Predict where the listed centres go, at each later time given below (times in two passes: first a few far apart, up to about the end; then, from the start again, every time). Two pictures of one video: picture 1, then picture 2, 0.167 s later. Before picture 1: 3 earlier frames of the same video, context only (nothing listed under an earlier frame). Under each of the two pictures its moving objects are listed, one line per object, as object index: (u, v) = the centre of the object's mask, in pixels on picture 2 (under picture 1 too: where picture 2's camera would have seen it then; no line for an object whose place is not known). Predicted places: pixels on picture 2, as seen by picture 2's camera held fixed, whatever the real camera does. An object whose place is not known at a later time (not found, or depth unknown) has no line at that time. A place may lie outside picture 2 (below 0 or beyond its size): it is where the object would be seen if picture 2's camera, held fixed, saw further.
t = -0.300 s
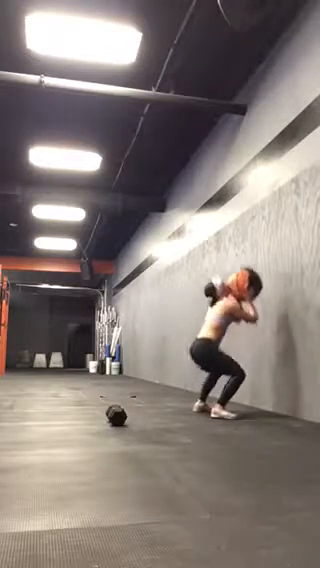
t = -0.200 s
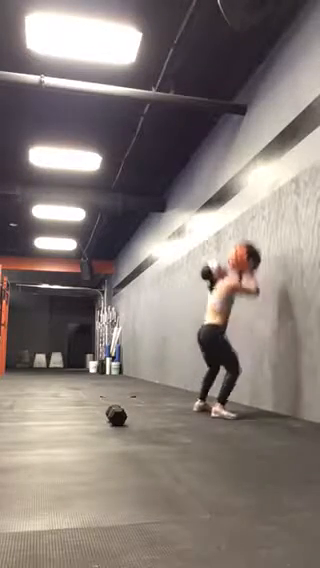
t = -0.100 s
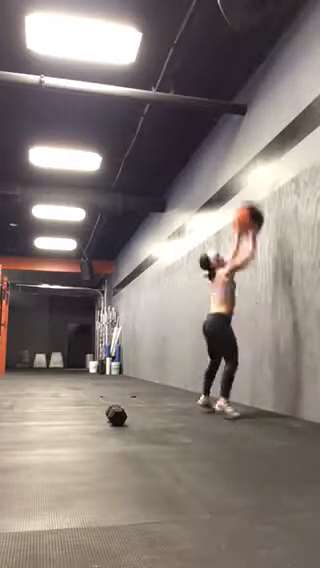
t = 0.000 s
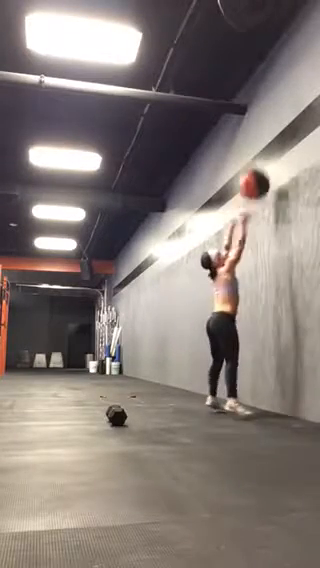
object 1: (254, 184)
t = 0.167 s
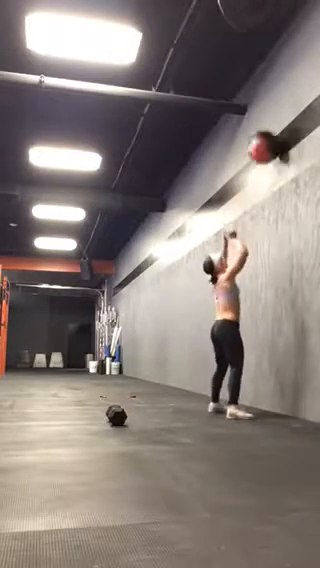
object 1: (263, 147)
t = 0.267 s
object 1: (264, 138)
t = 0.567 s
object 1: (256, 158)
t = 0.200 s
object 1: (265, 143)
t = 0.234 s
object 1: (264, 140)
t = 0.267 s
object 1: (264, 138)
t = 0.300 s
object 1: (263, 136)
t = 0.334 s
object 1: (263, 136)
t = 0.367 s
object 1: (262, 136)
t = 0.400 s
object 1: (261, 138)
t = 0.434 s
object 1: (260, 140)
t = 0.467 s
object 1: (259, 143)
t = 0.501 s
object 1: (258, 147)
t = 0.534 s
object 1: (257, 153)
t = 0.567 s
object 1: (256, 158)
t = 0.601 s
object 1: (255, 165)
